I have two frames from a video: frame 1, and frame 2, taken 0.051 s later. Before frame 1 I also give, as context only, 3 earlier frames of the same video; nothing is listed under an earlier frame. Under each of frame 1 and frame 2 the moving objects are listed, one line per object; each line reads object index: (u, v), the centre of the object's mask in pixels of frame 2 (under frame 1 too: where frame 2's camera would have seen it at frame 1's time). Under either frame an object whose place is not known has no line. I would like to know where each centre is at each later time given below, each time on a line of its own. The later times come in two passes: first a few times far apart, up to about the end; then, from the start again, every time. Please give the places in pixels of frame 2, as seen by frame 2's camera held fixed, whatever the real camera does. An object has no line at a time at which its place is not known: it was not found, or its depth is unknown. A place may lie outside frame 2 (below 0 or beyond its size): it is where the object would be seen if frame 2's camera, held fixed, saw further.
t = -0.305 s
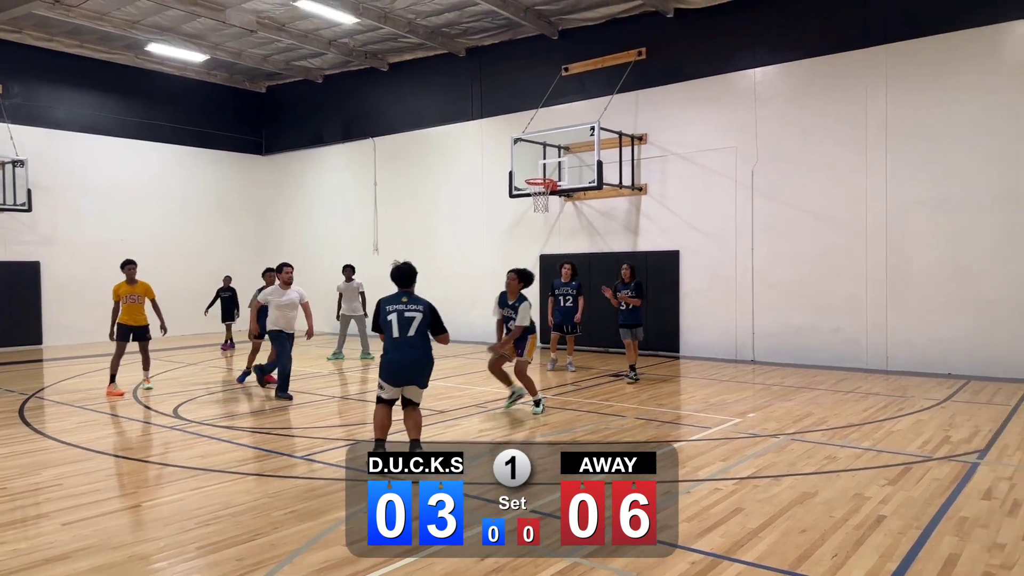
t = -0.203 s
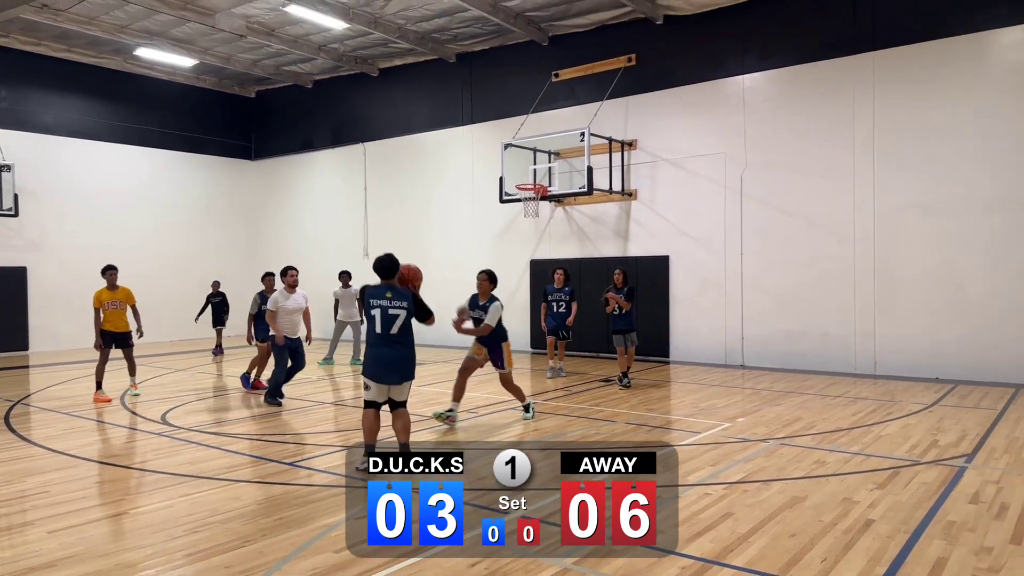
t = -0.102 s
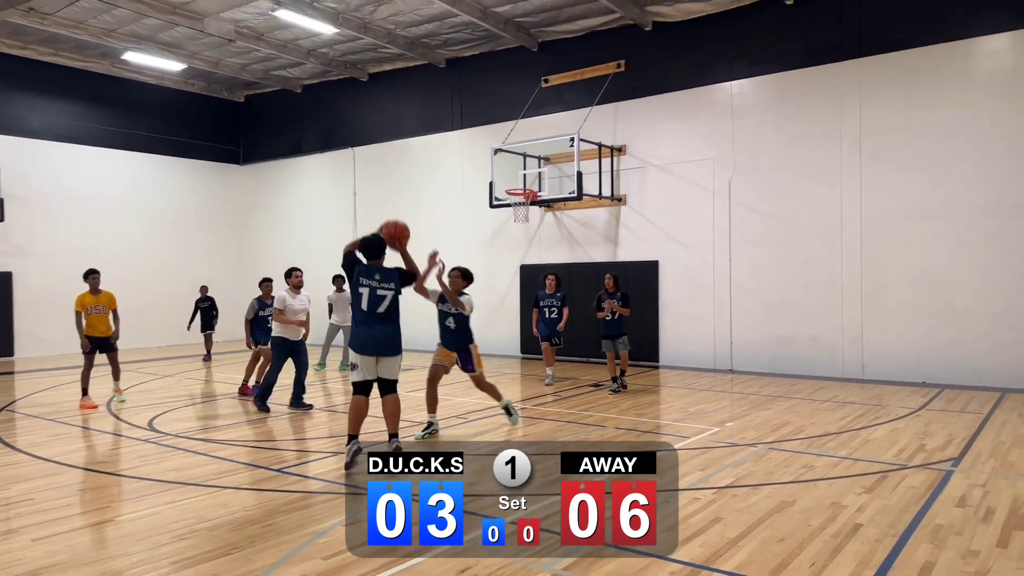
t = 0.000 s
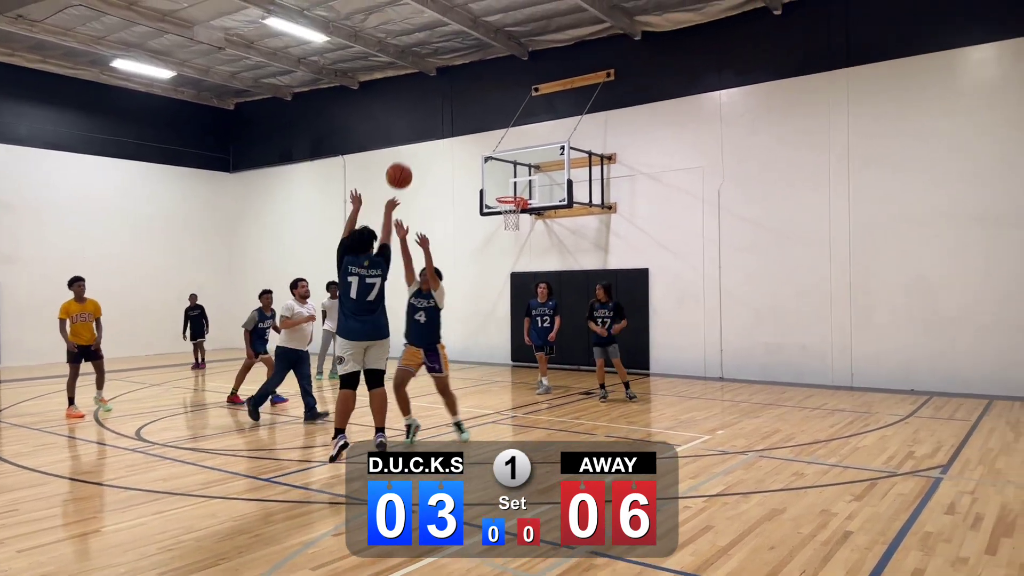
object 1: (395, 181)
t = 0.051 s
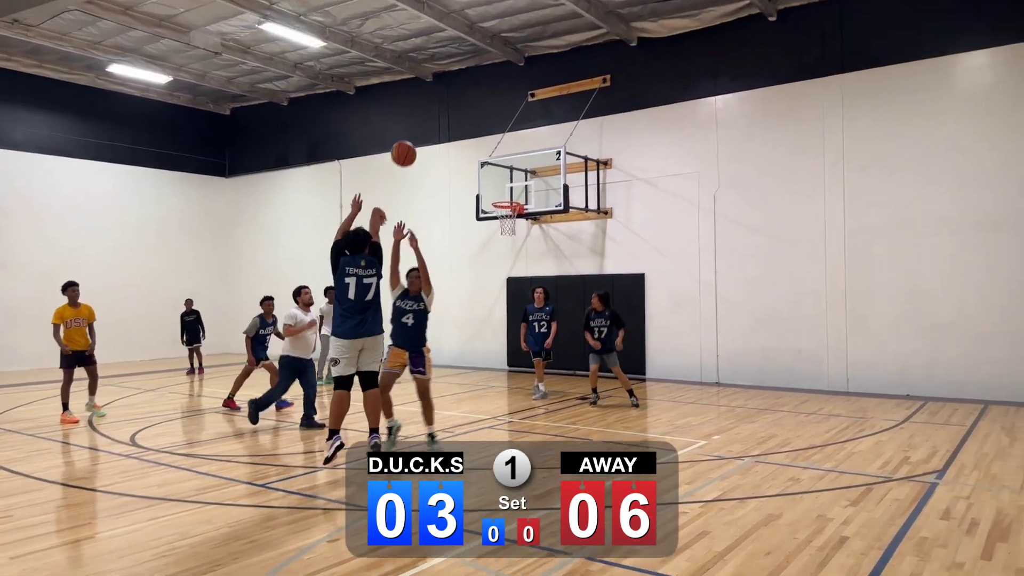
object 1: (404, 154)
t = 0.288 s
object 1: (436, 81)
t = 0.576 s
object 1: (466, 71)
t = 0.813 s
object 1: (484, 106)
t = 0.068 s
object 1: (406, 145)
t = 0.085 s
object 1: (408, 138)
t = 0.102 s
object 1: (411, 131)
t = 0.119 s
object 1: (414, 125)
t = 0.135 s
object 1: (416, 119)
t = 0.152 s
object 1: (418, 113)
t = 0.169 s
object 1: (421, 108)
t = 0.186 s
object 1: (423, 103)
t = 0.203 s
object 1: (425, 98)
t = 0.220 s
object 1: (428, 94)
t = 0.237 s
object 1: (430, 90)
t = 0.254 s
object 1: (432, 87)
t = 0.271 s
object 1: (434, 84)
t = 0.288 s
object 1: (436, 81)
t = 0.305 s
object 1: (438, 78)
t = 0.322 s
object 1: (440, 76)
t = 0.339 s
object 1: (442, 74)
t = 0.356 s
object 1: (444, 72)
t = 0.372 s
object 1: (446, 71)
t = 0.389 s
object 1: (448, 70)
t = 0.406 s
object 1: (449, 69)
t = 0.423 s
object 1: (451, 68)
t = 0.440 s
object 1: (453, 68)
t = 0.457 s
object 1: (455, 67)
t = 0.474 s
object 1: (457, 67)
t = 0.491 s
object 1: (458, 68)
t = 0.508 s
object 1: (459, 68)
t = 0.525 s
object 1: (461, 69)
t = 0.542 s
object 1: (463, 69)
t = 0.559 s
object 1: (465, 70)
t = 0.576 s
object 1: (466, 71)
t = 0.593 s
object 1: (468, 73)
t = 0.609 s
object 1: (469, 74)
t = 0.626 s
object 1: (470, 76)
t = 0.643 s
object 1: (472, 78)
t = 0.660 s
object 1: (473, 80)
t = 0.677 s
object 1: (474, 83)
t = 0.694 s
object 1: (476, 85)
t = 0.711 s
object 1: (477, 87)
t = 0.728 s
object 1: (478, 90)
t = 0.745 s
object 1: (479, 93)
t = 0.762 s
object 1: (481, 96)
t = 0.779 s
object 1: (482, 99)
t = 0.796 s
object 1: (483, 102)
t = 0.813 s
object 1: (484, 106)
